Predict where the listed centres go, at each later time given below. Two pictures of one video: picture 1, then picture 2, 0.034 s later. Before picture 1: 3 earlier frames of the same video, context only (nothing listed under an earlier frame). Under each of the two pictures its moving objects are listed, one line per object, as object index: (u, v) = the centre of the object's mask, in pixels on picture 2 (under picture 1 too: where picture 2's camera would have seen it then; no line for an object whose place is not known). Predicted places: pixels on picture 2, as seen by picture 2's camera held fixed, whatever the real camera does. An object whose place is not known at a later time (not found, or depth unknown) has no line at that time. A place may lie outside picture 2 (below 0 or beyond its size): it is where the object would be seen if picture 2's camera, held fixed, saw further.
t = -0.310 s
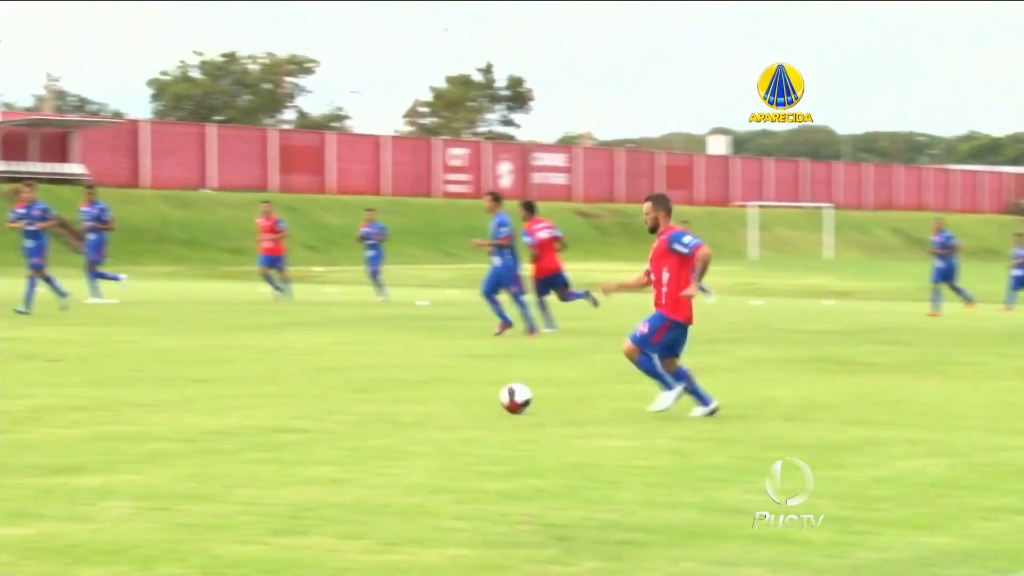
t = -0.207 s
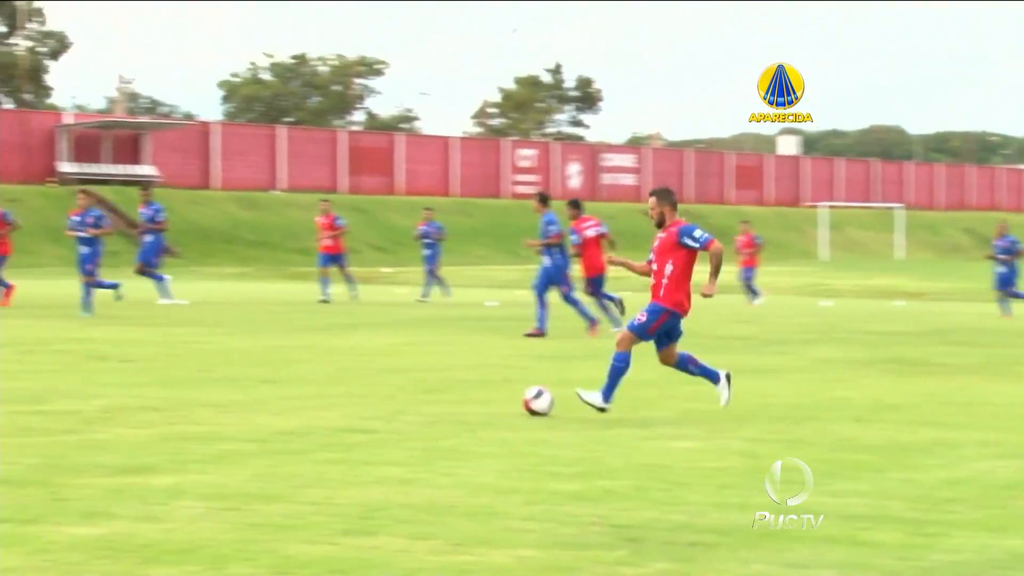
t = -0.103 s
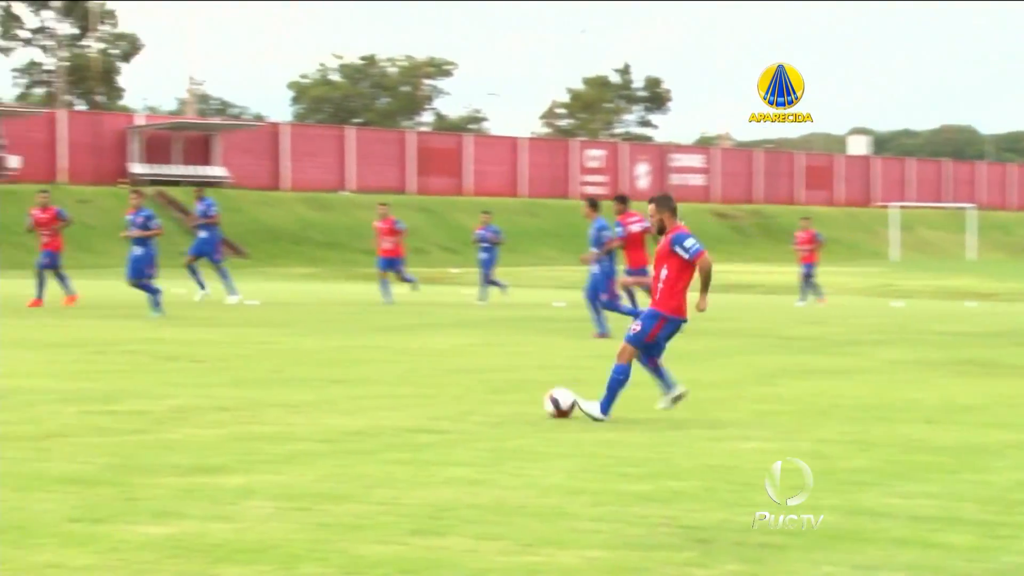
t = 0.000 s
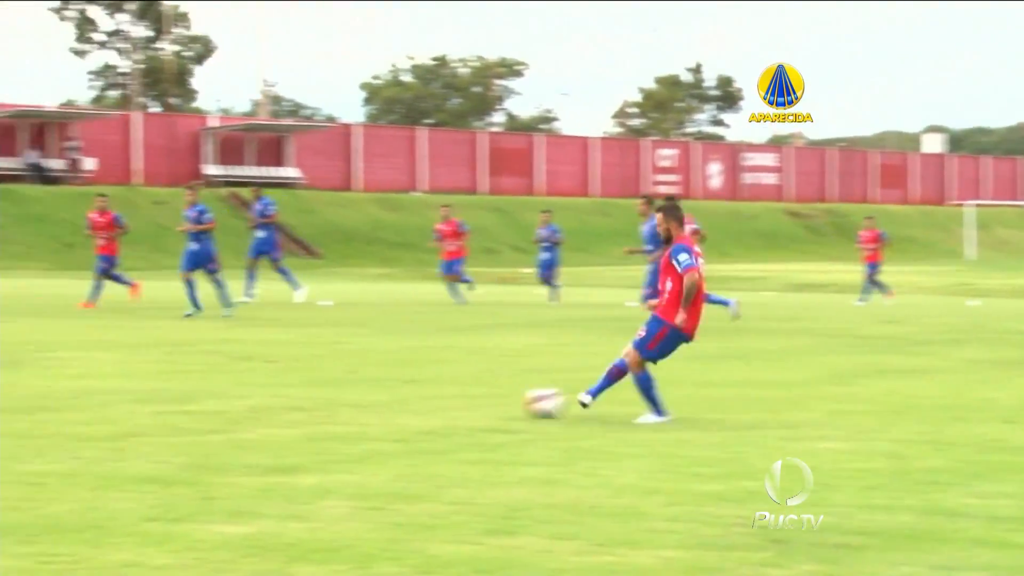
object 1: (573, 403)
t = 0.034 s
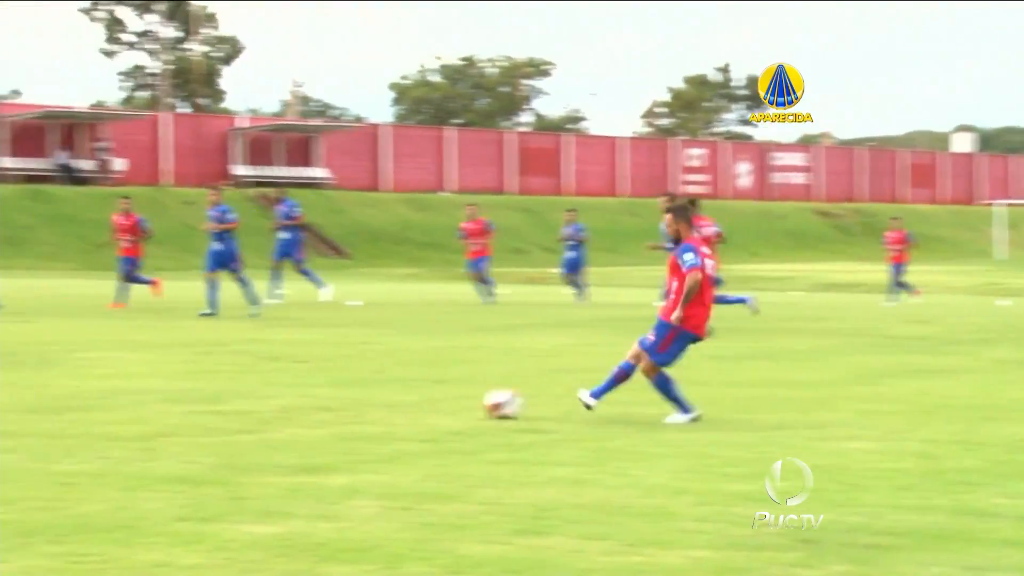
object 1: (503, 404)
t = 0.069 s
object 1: (435, 404)
